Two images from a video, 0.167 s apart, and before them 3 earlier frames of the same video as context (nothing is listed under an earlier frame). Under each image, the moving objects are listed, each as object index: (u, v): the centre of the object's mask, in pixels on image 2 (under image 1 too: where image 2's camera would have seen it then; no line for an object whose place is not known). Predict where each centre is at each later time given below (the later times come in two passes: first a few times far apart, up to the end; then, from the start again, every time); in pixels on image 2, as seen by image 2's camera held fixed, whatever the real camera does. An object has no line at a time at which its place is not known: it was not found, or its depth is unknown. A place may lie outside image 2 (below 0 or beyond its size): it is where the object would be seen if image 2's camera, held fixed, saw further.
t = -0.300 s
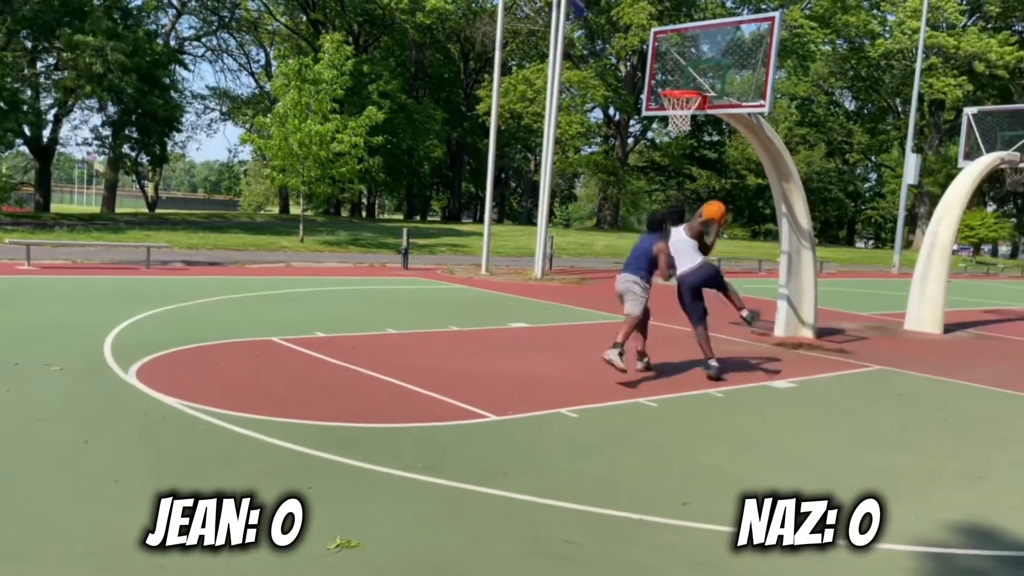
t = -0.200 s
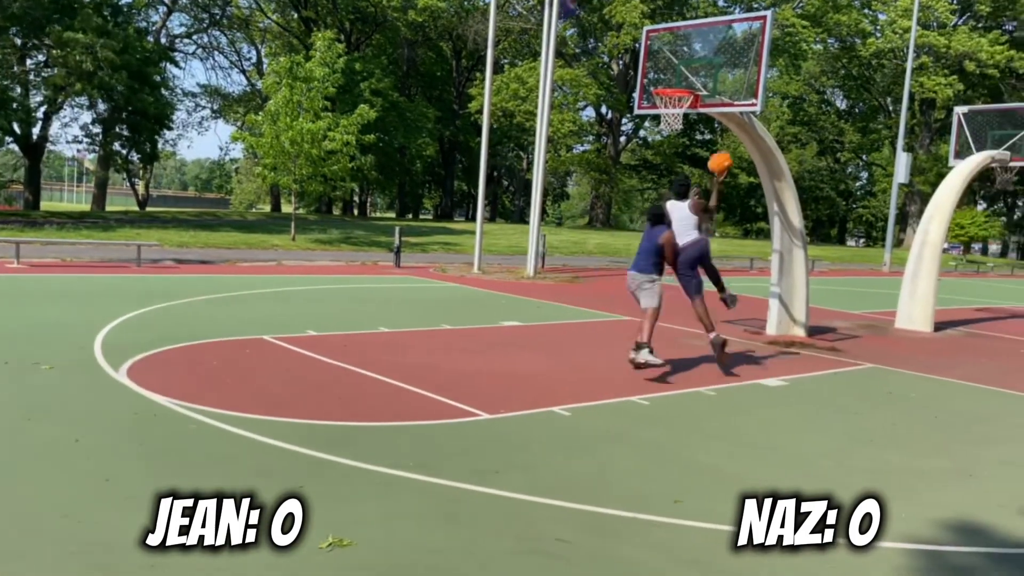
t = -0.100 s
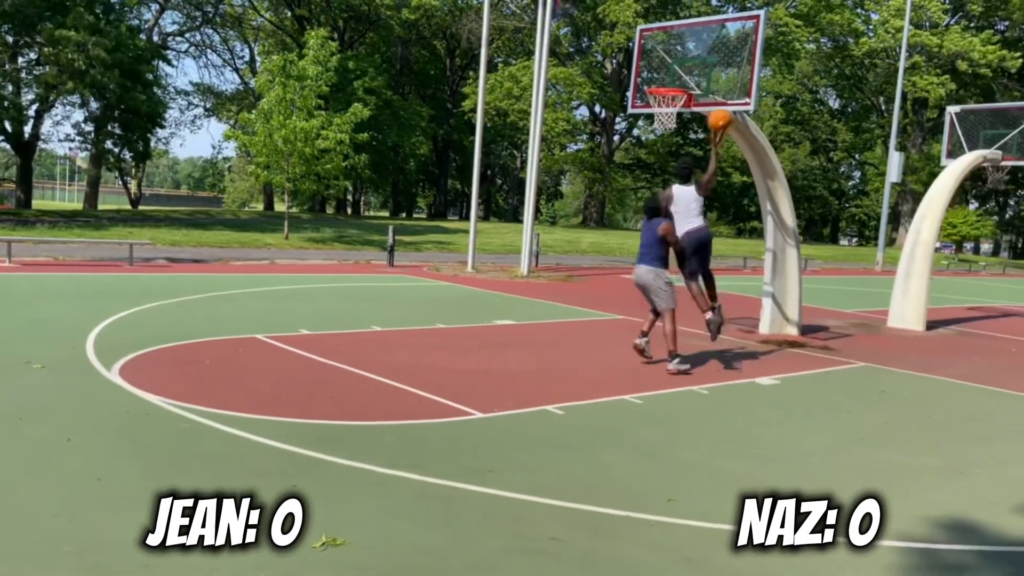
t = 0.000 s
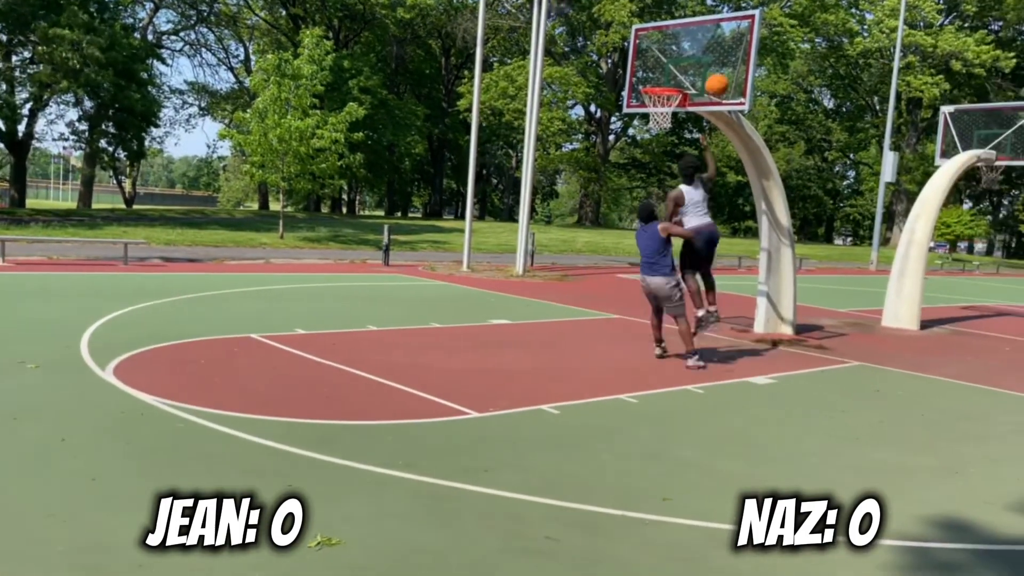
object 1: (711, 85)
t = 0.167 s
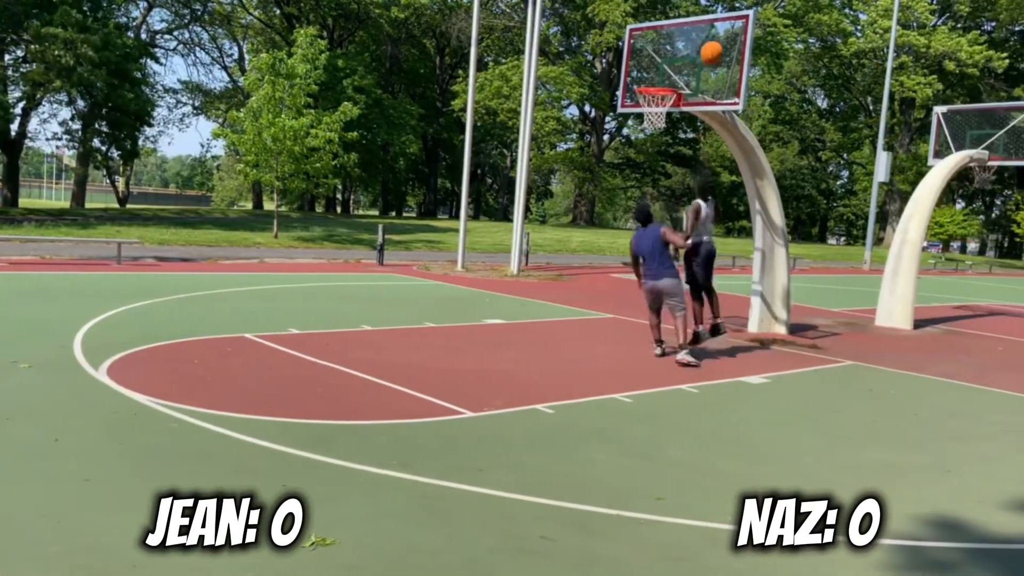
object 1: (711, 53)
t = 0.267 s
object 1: (704, 46)
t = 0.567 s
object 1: (660, 75)
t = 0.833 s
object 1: (664, 82)
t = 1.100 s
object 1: (651, 81)
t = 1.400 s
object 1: (661, 117)
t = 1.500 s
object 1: (658, 137)
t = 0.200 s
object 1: (711, 49)
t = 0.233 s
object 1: (708, 47)
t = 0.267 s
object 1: (704, 46)
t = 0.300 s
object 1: (699, 45)
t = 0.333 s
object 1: (695, 45)
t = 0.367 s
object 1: (690, 47)
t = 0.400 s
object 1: (685, 49)
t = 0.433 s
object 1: (680, 53)
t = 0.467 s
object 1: (676, 57)
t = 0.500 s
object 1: (670, 63)
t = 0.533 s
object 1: (665, 68)
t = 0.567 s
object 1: (660, 75)
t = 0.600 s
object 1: (656, 80)
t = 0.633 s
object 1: (655, 80)
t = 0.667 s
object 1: (654, 81)
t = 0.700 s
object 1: (653, 83)
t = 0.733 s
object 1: (654, 84)
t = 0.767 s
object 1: (657, 83)
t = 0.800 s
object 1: (661, 82)
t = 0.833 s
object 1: (664, 82)
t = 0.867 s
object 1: (663, 81)
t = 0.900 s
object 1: (660, 80)
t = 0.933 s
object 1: (657, 79)
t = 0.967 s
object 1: (653, 79)
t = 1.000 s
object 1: (650, 80)
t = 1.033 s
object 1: (646, 81)
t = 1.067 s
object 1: (648, 81)
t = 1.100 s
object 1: (651, 81)
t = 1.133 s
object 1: (654, 82)
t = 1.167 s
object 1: (657, 84)
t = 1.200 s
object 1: (659, 89)
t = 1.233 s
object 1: (660, 98)
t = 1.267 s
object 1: (661, 99)
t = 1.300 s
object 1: (662, 101)
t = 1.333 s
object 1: (662, 107)
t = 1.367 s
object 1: (661, 111)
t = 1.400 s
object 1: (661, 117)
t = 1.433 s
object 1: (660, 124)
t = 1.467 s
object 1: (659, 130)
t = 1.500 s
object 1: (658, 137)
